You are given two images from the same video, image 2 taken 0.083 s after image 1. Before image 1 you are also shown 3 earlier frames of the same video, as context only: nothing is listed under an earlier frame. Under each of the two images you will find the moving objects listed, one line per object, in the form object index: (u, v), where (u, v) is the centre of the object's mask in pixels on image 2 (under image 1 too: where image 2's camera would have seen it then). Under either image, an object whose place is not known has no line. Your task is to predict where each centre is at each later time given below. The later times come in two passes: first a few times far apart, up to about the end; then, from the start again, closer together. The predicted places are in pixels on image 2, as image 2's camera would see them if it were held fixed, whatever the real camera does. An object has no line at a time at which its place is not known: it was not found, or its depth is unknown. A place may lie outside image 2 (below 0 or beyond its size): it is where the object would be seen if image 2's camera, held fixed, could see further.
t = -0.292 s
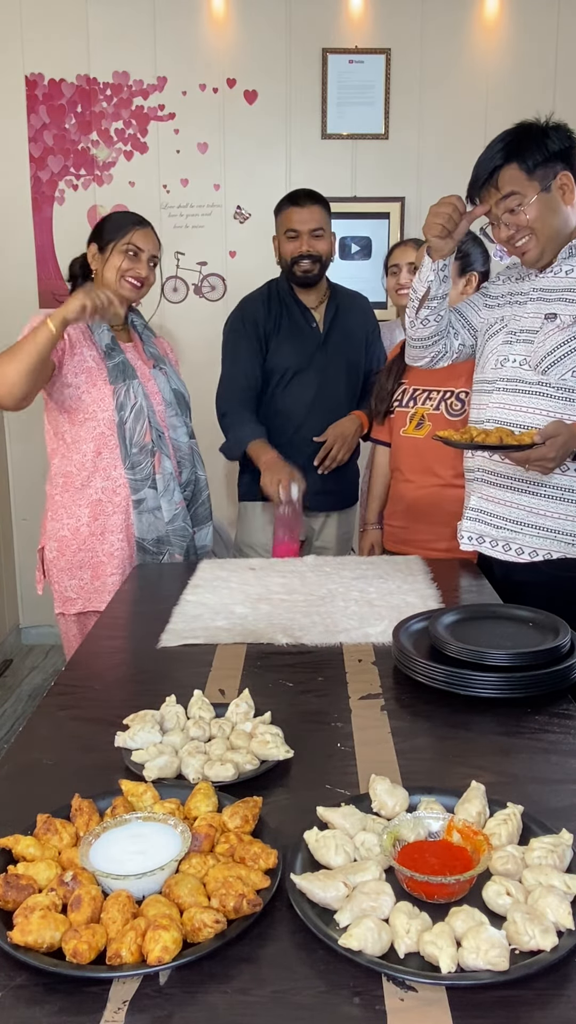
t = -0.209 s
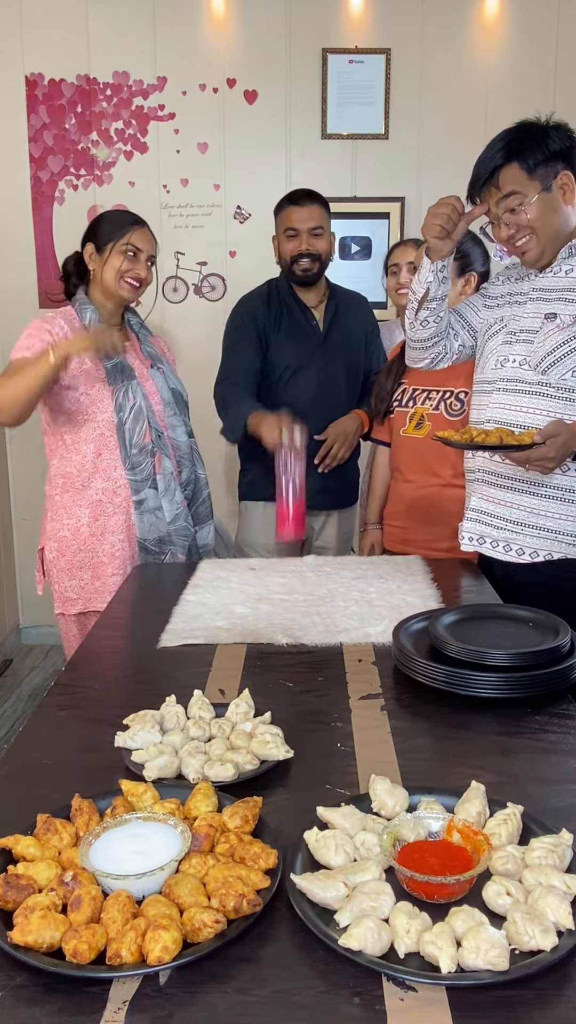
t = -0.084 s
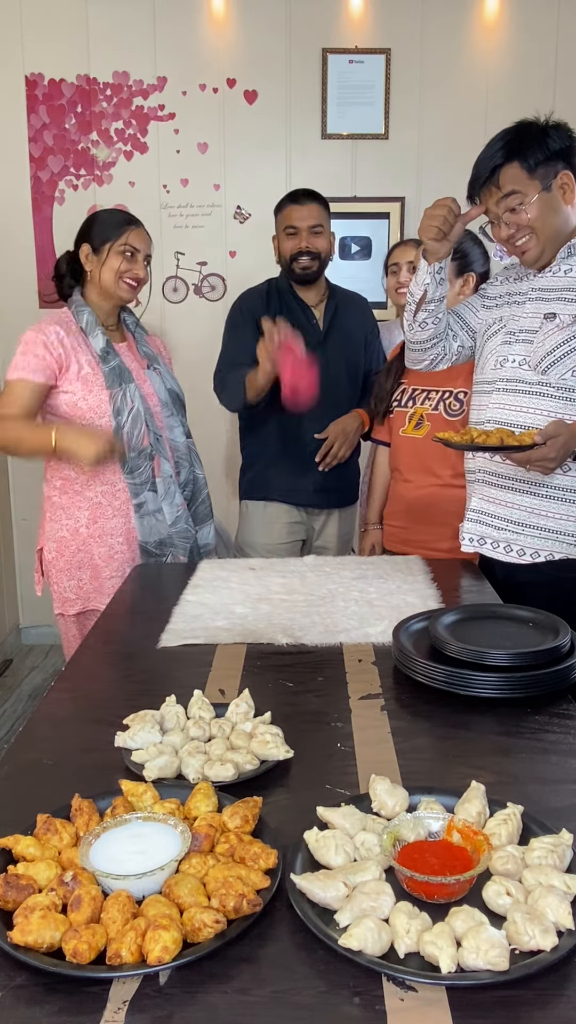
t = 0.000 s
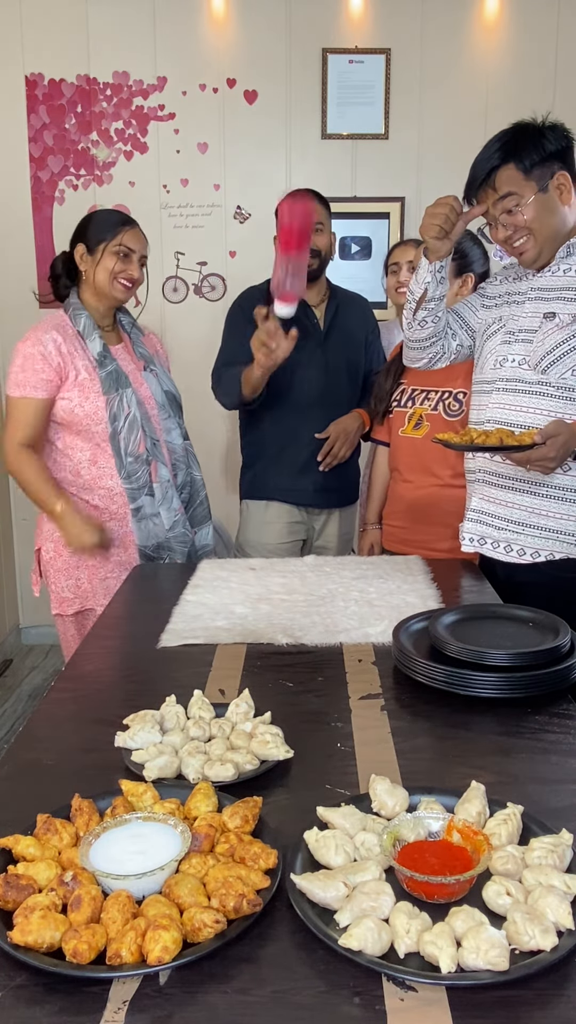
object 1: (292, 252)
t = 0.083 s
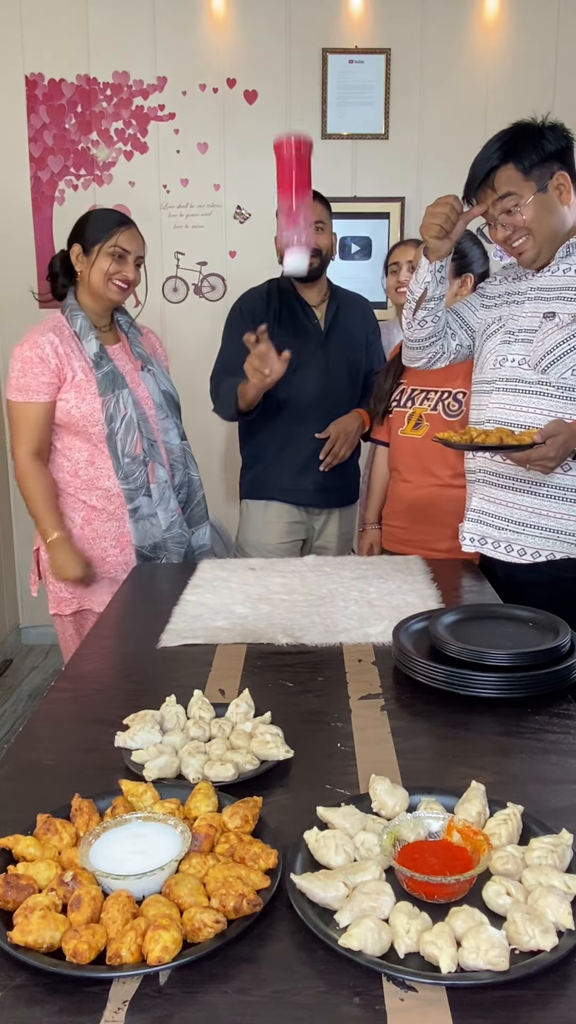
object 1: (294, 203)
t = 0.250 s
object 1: (297, 151)
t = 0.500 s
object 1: (294, 378)
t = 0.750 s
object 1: (287, 521)
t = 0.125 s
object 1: (296, 180)
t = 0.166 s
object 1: (297, 162)
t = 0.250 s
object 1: (297, 151)
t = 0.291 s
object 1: (296, 161)
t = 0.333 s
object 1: (295, 185)
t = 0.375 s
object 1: (294, 223)
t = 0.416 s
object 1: (293, 268)
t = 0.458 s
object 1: (294, 319)
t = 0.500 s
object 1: (294, 378)
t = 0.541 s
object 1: (294, 439)
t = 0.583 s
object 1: (294, 510)
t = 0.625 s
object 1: (293, 519)
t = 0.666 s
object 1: (290, 521)
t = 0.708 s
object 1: (288, 521)
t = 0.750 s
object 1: (287, 521)
